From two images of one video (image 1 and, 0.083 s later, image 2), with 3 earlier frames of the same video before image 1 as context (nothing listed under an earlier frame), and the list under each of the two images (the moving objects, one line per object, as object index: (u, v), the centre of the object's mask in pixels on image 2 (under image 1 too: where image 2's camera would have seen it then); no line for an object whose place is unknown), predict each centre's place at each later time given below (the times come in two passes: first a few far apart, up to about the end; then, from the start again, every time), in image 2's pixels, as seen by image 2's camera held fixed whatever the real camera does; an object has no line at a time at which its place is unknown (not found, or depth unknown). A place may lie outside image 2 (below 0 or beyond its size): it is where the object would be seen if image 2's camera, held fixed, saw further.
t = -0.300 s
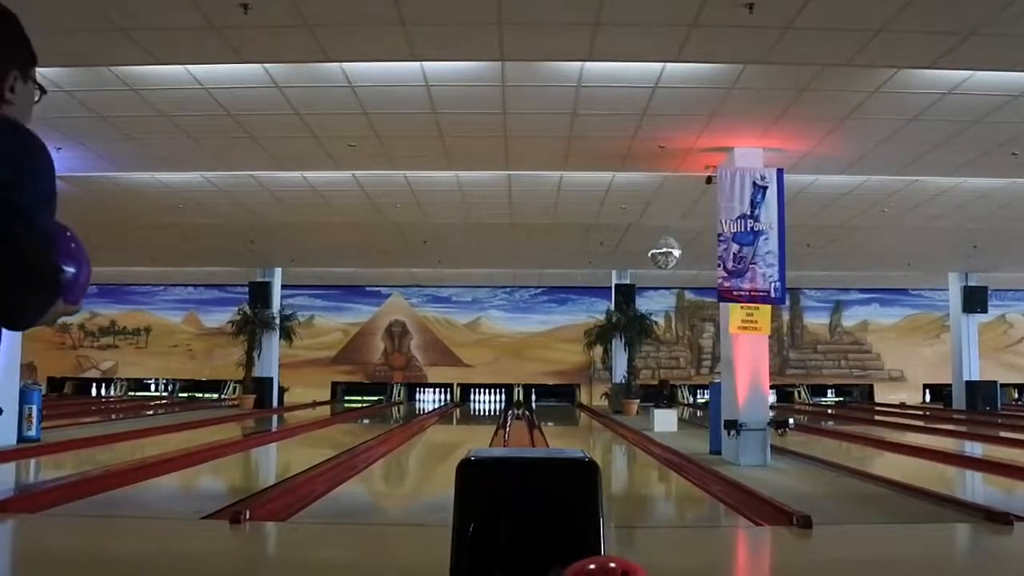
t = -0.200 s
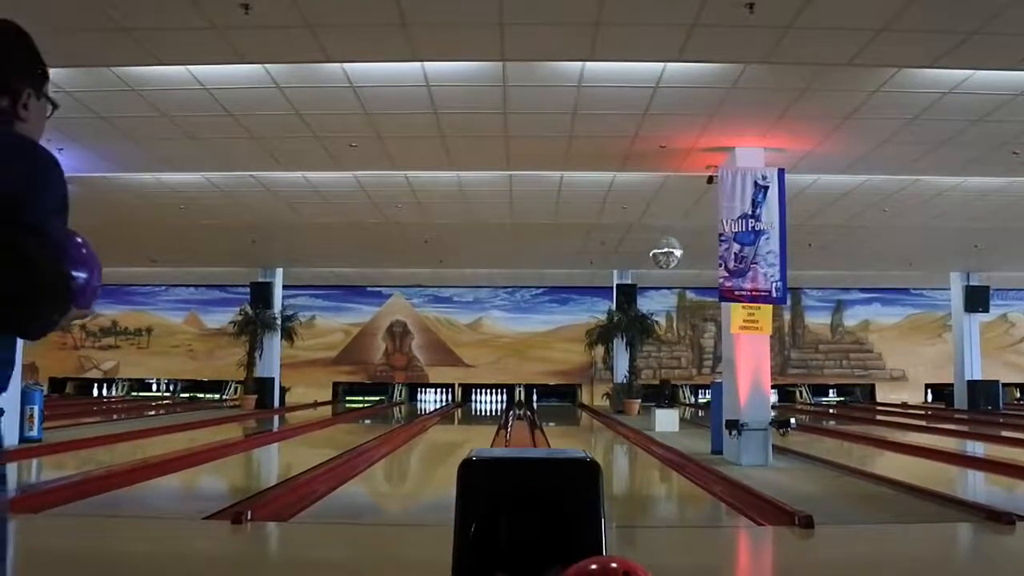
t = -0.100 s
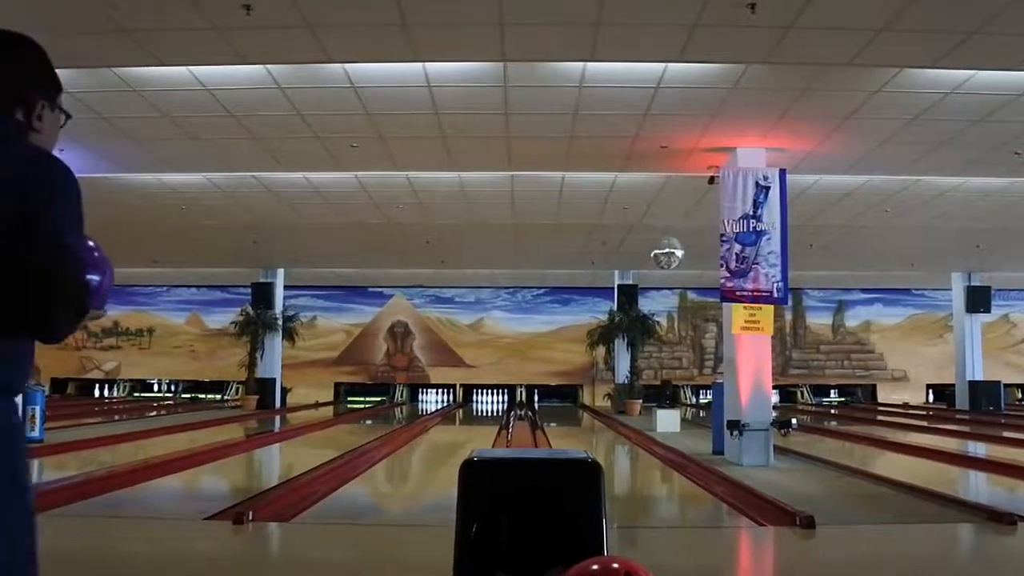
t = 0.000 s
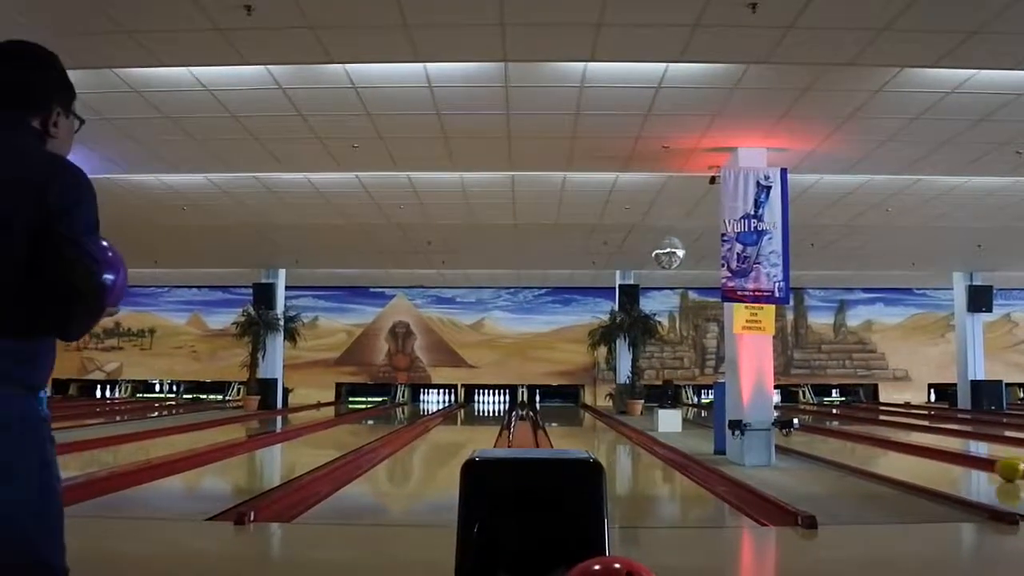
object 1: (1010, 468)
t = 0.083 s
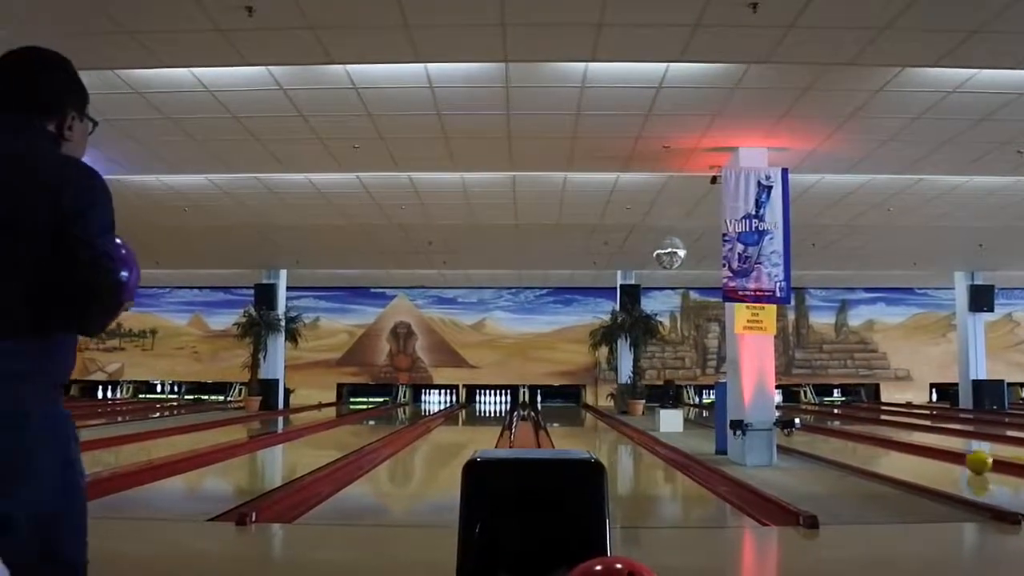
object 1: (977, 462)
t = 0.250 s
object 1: (923, 452)
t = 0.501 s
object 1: (863, 440)
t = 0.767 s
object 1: (815, 431)
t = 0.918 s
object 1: (797, 429)
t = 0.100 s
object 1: (970, 460)
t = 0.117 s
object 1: (964, 459)
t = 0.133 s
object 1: (959, 458)
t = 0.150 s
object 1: (954, 457)
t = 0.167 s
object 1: (949, 456)
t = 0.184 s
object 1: (943, 455)
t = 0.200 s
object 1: (938, 454)
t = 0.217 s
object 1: (932, 454)
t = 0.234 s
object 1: (928, 452)
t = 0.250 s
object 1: (923, 452)
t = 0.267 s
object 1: (918, 451)
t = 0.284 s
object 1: (913, 450)
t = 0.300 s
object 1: (909, 449)
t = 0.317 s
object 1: (905, 448)
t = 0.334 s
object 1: (901, 447)
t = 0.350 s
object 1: (897, 447)
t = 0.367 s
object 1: (892, 446)
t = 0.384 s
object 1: (888, 444)
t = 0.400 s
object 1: (885, 444)
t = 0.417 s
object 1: (881, 443)
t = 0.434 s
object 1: (877, 443)
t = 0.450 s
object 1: (874, 442)
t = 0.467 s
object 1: (869, 442)
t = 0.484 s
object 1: (867, 441)
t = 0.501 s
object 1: (863, 440)
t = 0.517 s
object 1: (860, 439)
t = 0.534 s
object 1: (856, 439)
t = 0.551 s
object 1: (853, 438)
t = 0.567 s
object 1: (850, 437)
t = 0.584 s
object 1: (847, 437)
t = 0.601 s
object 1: (843, 436)
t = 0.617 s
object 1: (840, 435)
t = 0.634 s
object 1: (837, 435)
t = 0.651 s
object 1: (834, 434)
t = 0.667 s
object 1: (831, 434)
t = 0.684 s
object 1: (828, 434)
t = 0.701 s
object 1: (825, 433)
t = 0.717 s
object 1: (822, 432)
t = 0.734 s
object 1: (819, 432)
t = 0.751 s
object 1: (817, 431)
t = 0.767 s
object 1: (815, 431)
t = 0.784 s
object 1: (812, 430)
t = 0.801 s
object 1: (810, 430)
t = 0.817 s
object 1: (807, 429)
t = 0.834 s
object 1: (805, 429)
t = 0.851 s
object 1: (802, 428)
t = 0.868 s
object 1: (801, 429)
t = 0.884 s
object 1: (800, 429)
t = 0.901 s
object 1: (798, 429)
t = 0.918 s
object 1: (797, 429)
